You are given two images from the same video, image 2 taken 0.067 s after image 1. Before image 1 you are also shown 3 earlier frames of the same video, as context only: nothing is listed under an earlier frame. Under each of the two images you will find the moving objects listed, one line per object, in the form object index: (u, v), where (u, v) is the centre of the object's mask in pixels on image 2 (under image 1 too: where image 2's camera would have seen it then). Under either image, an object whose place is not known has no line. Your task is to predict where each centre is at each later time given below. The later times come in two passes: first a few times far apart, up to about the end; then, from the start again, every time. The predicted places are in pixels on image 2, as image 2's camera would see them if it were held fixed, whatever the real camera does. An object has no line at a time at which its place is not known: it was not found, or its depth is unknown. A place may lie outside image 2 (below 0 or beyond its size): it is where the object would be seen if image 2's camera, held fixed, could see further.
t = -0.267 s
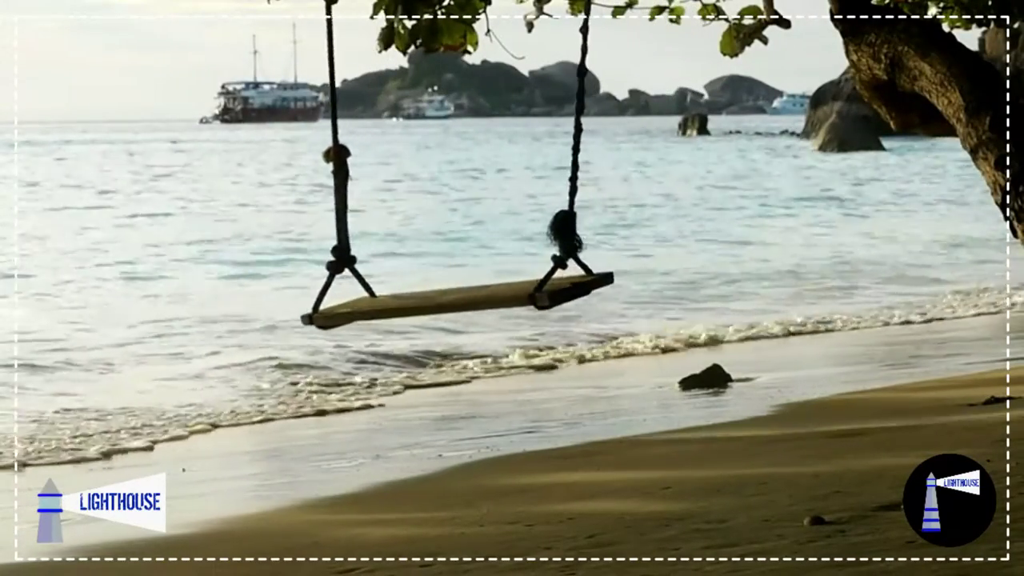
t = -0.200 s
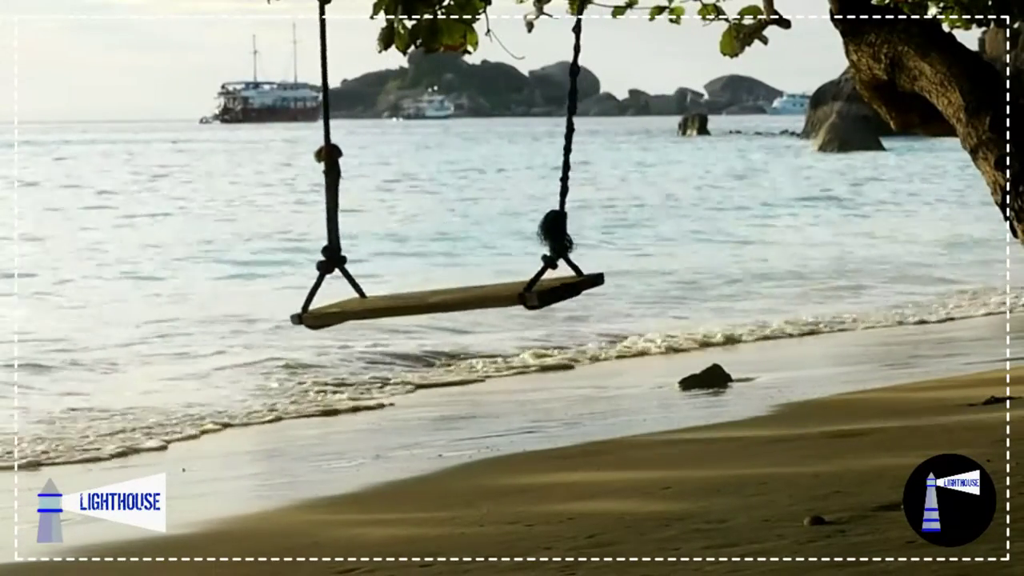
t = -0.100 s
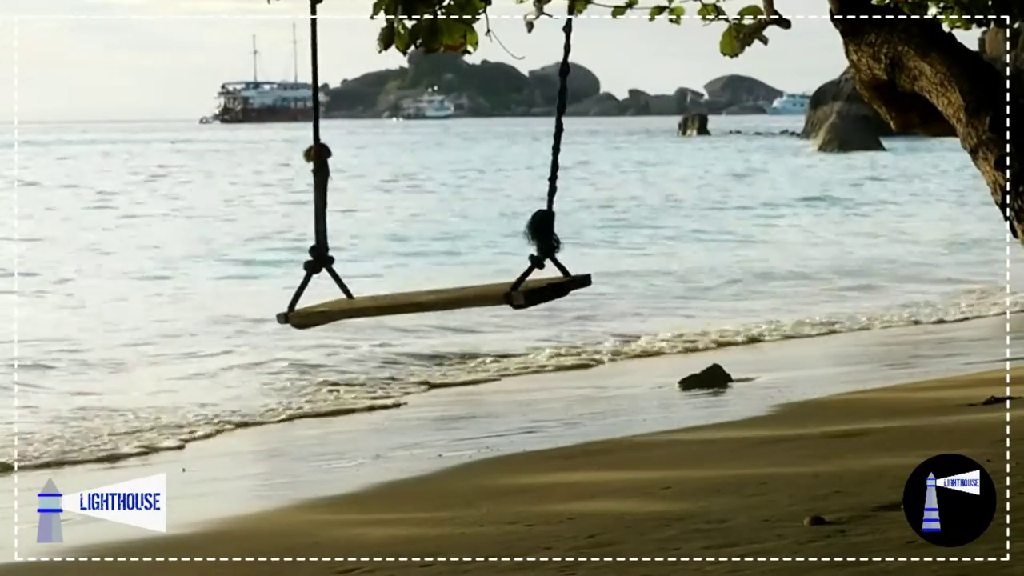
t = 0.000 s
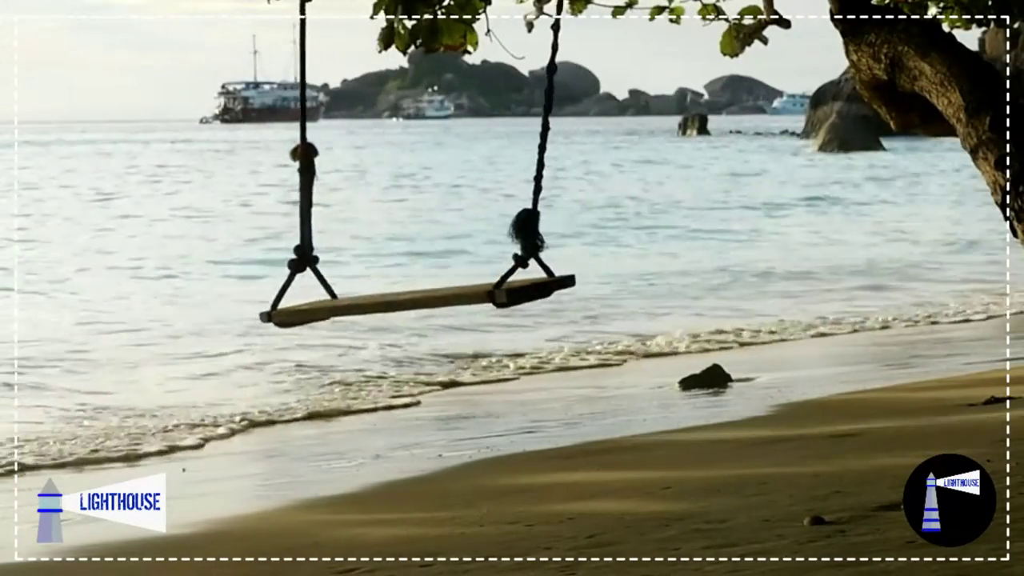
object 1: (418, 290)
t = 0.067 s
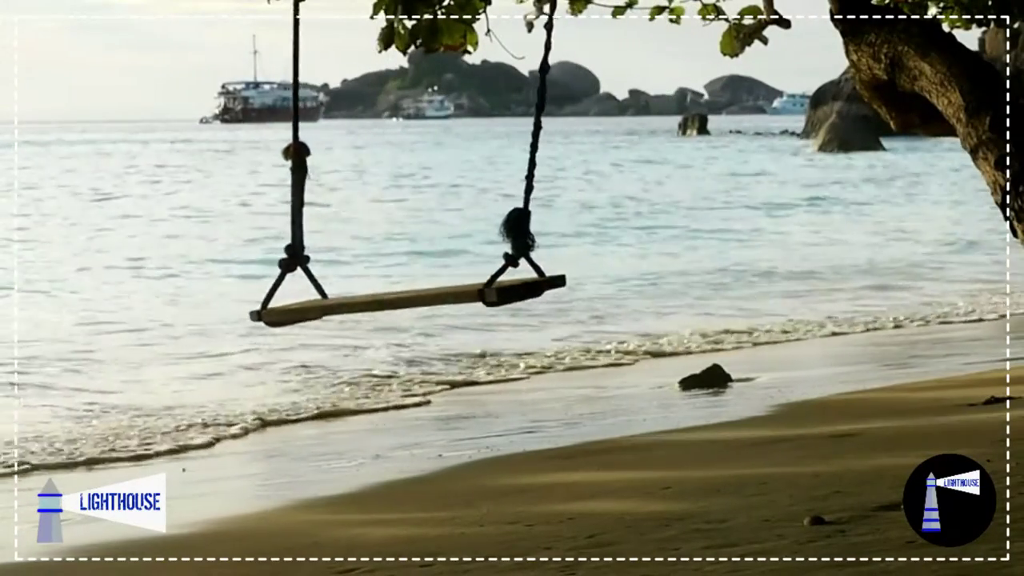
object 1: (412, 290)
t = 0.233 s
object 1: (390, 290)
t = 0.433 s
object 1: (366, 287)
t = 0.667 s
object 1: (338, 282)
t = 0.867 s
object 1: (325, 277)
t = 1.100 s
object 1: (317, 275)
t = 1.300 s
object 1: (317, 274)
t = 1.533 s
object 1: (326, 275)
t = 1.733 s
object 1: (334, 280)
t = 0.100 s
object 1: (401, 290)
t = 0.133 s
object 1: (394, 290)
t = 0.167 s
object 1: (393, 290)
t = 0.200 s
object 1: (394, 290)
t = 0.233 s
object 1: (390, 290)
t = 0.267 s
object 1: (386, 289)
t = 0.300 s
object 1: (383, 289)
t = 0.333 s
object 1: (373, 289)
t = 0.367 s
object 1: (377, 288)
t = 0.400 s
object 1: (364, 288)
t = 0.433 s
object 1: (366, 287)
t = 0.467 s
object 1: (361, 286)
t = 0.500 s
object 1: (354, 286)
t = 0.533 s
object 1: (357, 284)
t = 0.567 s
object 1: (347, 284)
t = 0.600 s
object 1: (349, 282)
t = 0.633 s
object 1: (344, 283)
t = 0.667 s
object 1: (338, 282)
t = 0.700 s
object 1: (340, 281)
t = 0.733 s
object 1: (333, 280)
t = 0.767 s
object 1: (336, 279)
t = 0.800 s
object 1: (336, 278)
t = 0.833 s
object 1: (332, 278)
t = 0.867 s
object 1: (325, 277)
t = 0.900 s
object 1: (329, 276)
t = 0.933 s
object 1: (328, 275)
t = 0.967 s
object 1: (323, 275)
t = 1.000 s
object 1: (325, 275)
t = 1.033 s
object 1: (322, 275)
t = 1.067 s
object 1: (318, 275)
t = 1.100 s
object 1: (317, 275)
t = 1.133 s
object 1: (320, 274)
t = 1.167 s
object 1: (318, 274)
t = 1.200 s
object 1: (317, 274)
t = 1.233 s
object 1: (315, 274)
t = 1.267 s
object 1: (317, 274)
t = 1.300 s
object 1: (317, 274)
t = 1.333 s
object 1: (319, 274)
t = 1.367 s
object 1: (321, 274)
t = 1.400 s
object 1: (322, 274)
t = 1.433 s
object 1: (320, 275)
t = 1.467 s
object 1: (323, 275)
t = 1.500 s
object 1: (326, 275)
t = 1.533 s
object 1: (326, 275)
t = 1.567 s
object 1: (330, 275)
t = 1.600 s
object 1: (326, 277)
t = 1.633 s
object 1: (333, 277)
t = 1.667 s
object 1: (335, 278)
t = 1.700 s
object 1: (335, 279)
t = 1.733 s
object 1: (334, 280)
